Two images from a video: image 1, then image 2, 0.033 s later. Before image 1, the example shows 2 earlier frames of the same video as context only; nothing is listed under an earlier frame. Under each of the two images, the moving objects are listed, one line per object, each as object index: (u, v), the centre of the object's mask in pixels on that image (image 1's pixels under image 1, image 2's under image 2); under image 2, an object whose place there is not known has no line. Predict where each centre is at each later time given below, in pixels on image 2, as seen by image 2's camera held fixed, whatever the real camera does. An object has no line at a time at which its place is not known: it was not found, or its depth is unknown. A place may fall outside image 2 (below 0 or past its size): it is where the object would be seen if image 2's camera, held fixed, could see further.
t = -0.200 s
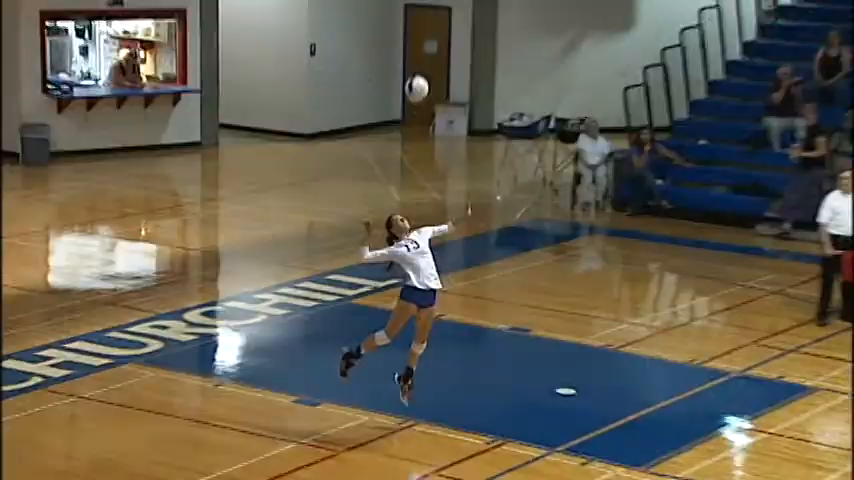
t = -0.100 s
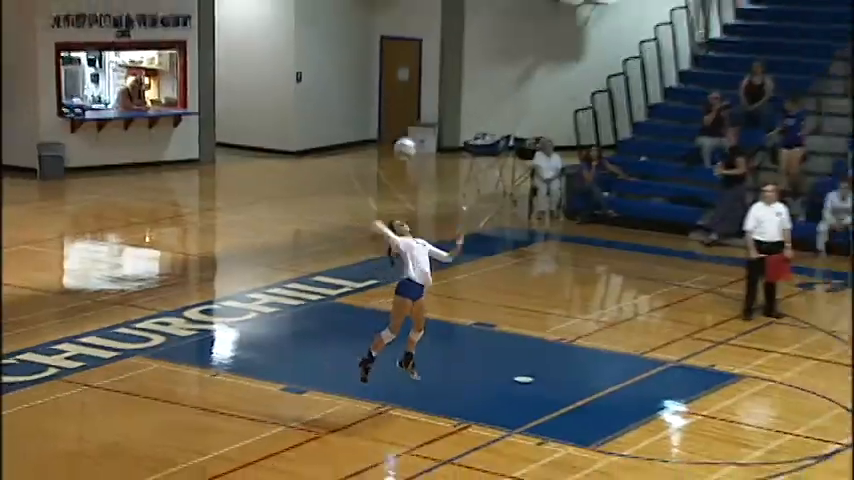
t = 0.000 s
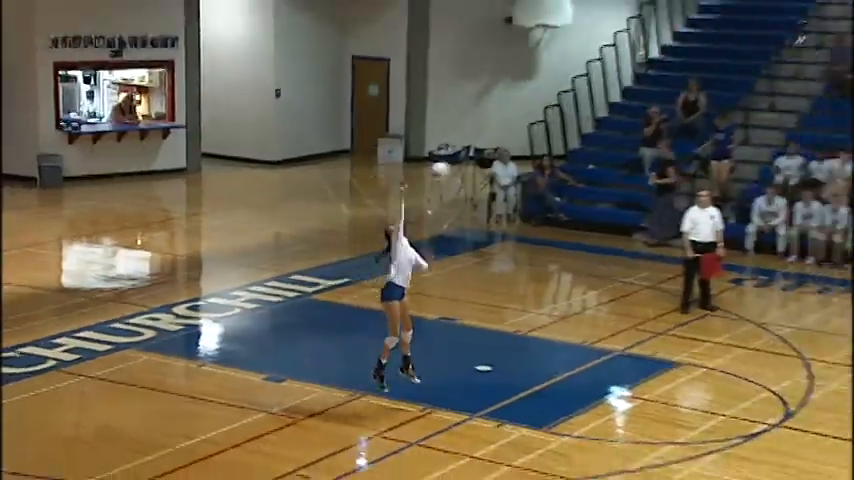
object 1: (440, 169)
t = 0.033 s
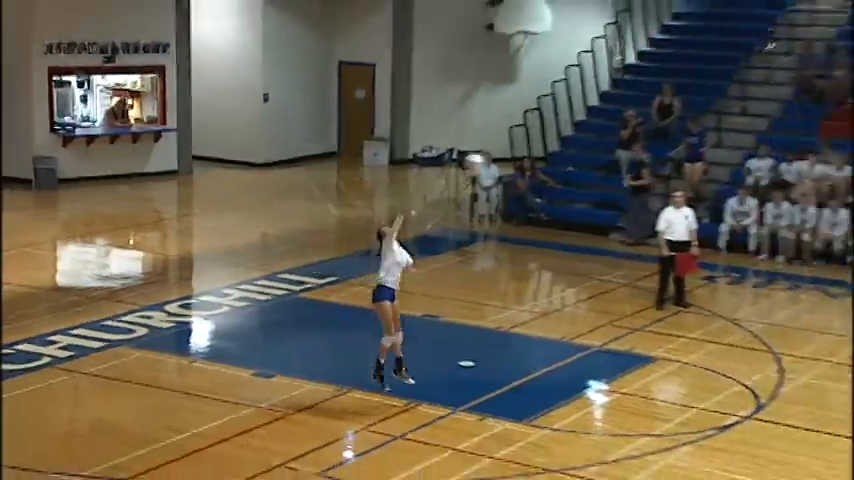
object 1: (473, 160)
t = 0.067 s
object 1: (522, 158)
